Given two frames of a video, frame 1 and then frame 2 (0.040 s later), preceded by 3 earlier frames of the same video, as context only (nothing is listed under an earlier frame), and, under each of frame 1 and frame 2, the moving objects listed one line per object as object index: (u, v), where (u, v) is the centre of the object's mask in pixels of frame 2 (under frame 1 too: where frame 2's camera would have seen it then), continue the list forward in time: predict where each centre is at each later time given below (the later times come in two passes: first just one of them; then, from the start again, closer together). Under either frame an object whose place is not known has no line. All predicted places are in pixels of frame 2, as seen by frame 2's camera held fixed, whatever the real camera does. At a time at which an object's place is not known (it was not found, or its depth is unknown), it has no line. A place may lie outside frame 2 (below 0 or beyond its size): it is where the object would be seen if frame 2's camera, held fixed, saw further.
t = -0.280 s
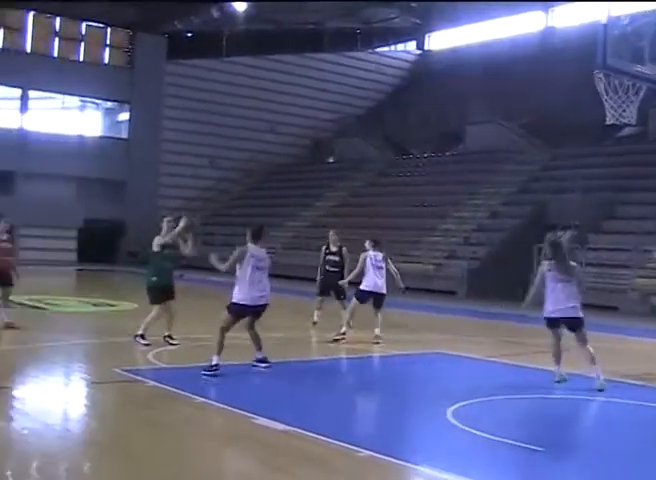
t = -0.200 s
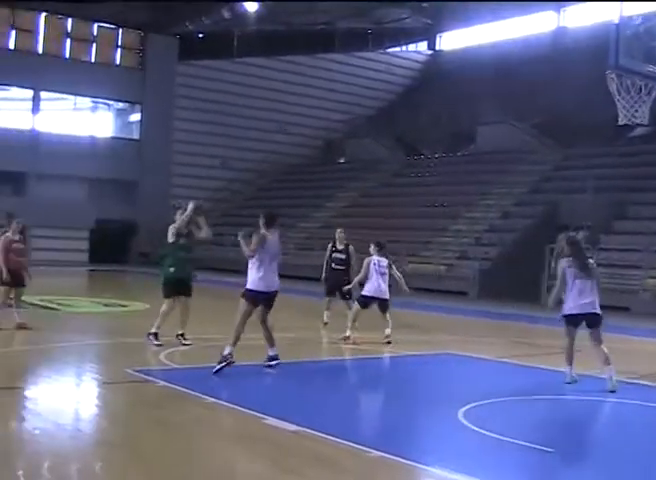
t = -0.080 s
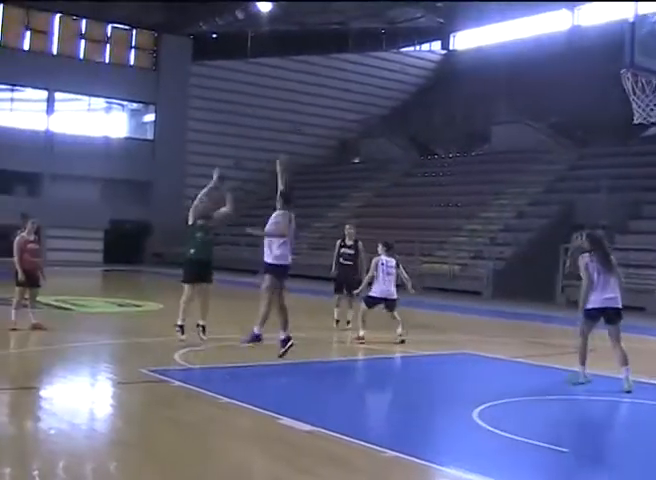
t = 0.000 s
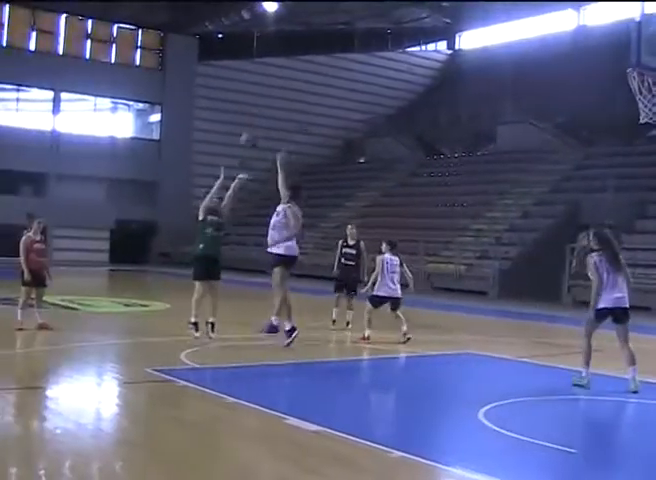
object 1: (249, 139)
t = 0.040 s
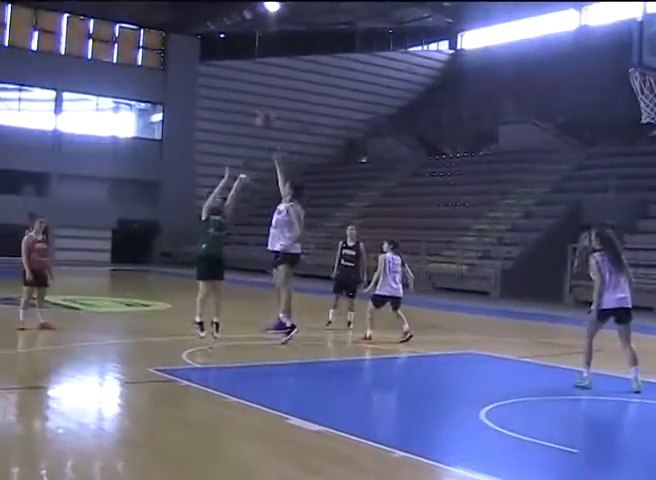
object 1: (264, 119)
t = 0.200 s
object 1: (315, 64)
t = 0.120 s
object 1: (289, 91)
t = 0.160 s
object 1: (302, 75)
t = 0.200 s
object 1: (315, 64)
